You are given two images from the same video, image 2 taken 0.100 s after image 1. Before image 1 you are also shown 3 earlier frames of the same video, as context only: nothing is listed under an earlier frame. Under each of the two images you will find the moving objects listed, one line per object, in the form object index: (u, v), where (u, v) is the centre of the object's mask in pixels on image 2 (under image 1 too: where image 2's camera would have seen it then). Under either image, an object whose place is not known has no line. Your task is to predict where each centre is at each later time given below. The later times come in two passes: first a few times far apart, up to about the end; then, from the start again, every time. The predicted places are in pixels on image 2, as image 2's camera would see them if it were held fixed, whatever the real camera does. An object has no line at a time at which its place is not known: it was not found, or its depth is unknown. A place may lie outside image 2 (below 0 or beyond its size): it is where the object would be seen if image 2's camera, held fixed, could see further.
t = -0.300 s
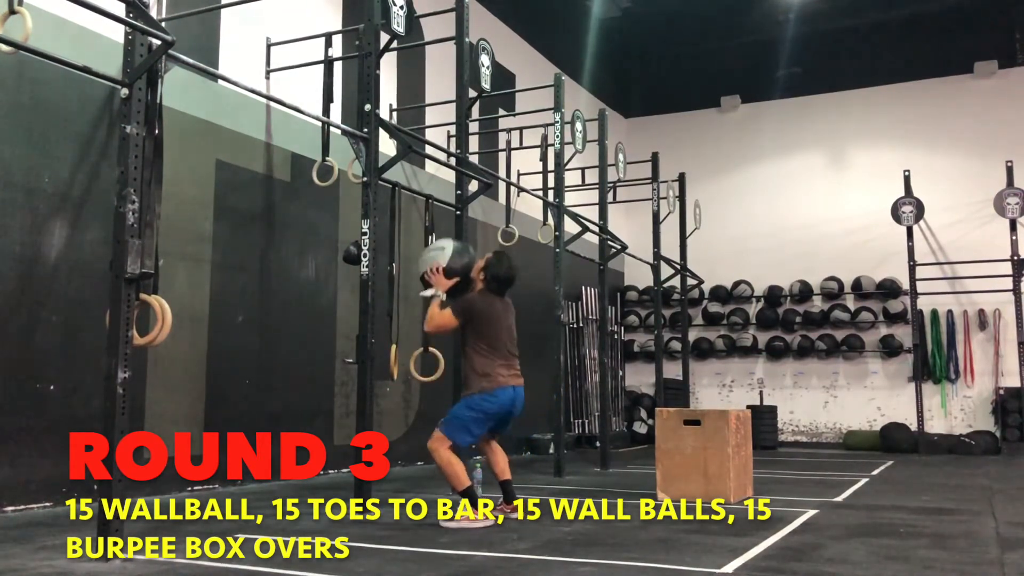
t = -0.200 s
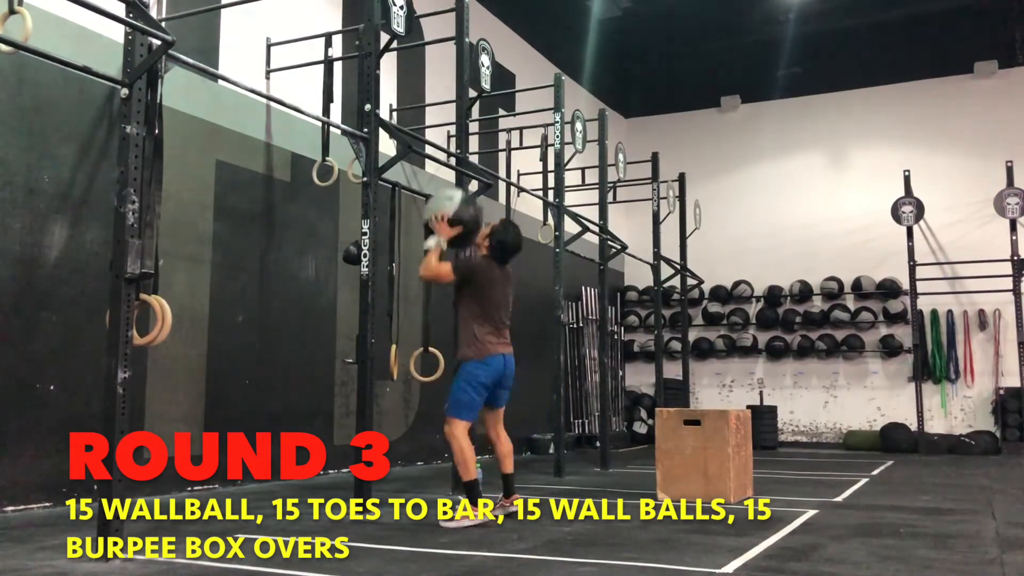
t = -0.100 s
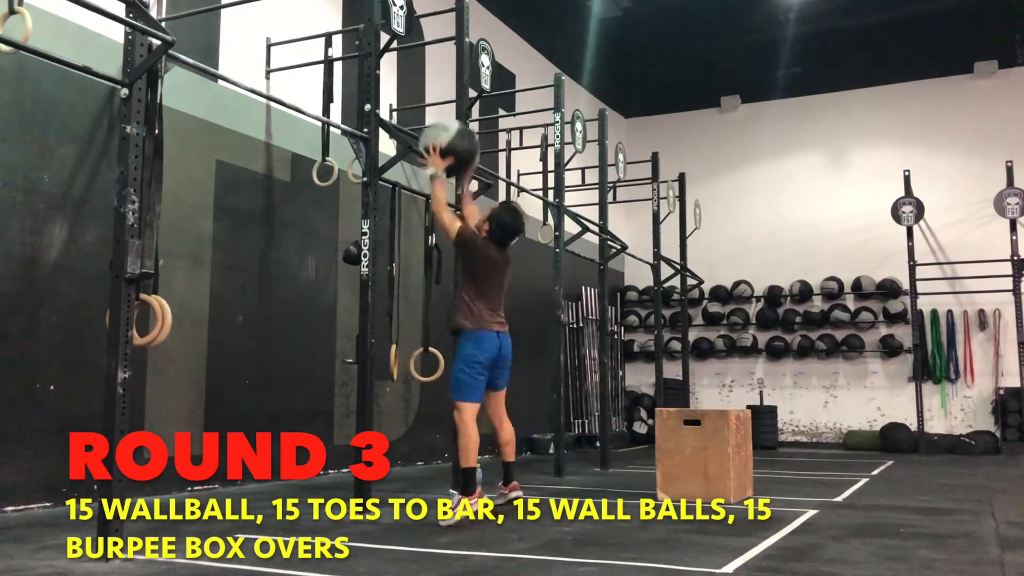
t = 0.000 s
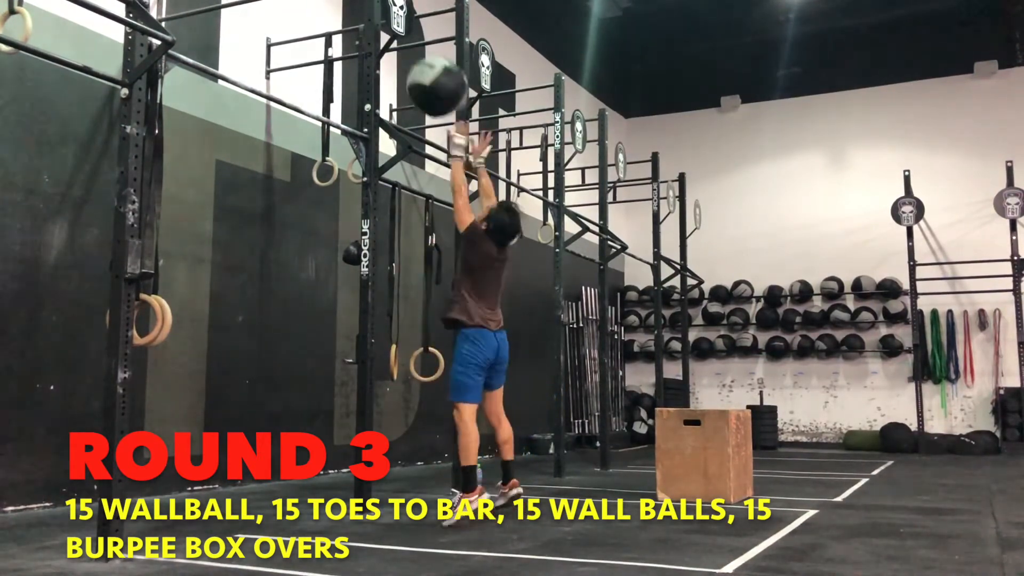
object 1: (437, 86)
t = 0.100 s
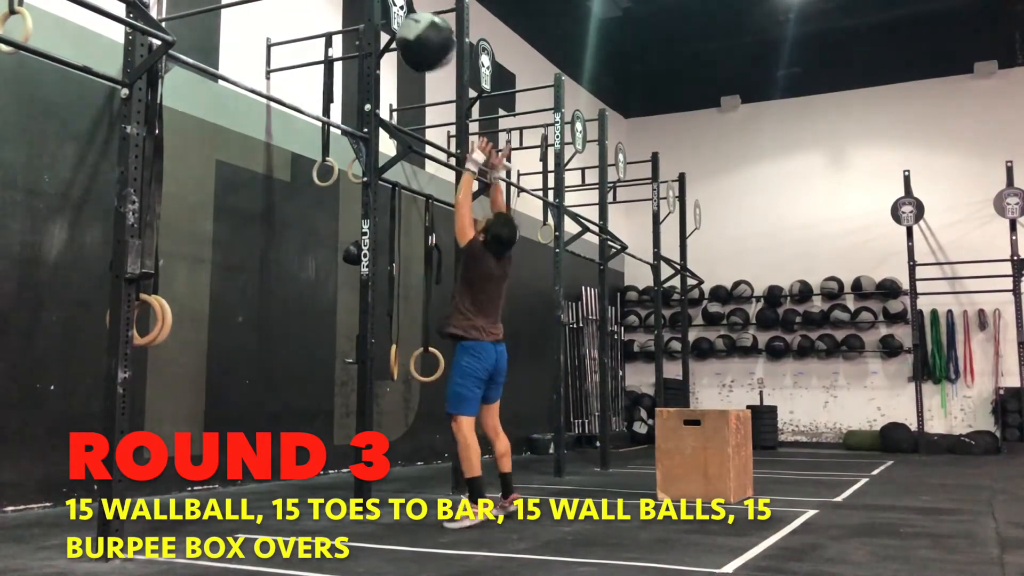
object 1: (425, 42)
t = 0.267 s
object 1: (422, 17)
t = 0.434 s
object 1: (436, 22)
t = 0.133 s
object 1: (421, 30)
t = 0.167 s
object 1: (418, 24)
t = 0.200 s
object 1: (417, 20)
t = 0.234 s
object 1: (418, 18)
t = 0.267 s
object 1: (422, 17)
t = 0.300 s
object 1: (426, 16)
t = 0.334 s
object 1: (428, 16)
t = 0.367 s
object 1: (431, 17)
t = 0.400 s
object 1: (434, 19)
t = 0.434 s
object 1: (436, 22)
